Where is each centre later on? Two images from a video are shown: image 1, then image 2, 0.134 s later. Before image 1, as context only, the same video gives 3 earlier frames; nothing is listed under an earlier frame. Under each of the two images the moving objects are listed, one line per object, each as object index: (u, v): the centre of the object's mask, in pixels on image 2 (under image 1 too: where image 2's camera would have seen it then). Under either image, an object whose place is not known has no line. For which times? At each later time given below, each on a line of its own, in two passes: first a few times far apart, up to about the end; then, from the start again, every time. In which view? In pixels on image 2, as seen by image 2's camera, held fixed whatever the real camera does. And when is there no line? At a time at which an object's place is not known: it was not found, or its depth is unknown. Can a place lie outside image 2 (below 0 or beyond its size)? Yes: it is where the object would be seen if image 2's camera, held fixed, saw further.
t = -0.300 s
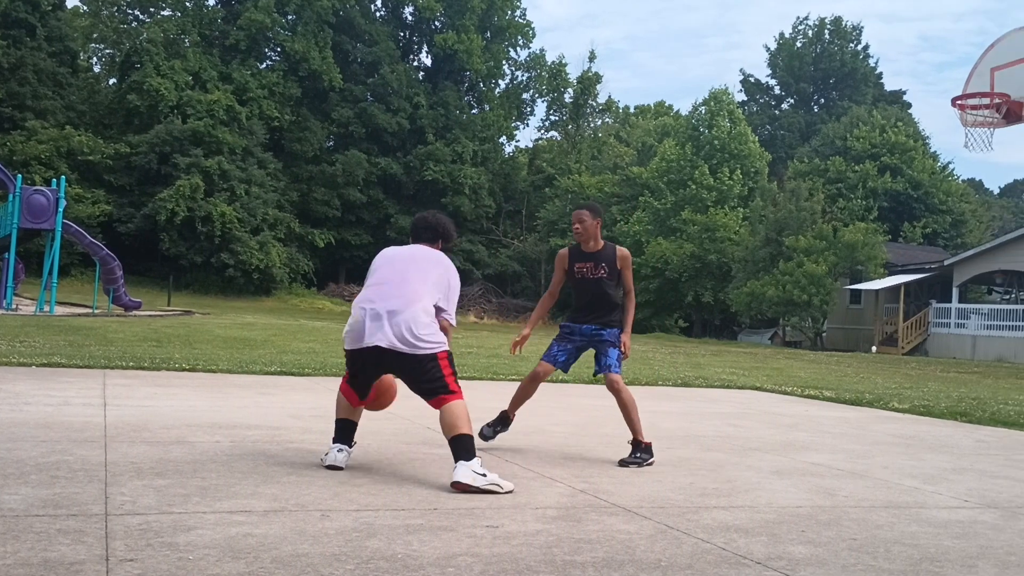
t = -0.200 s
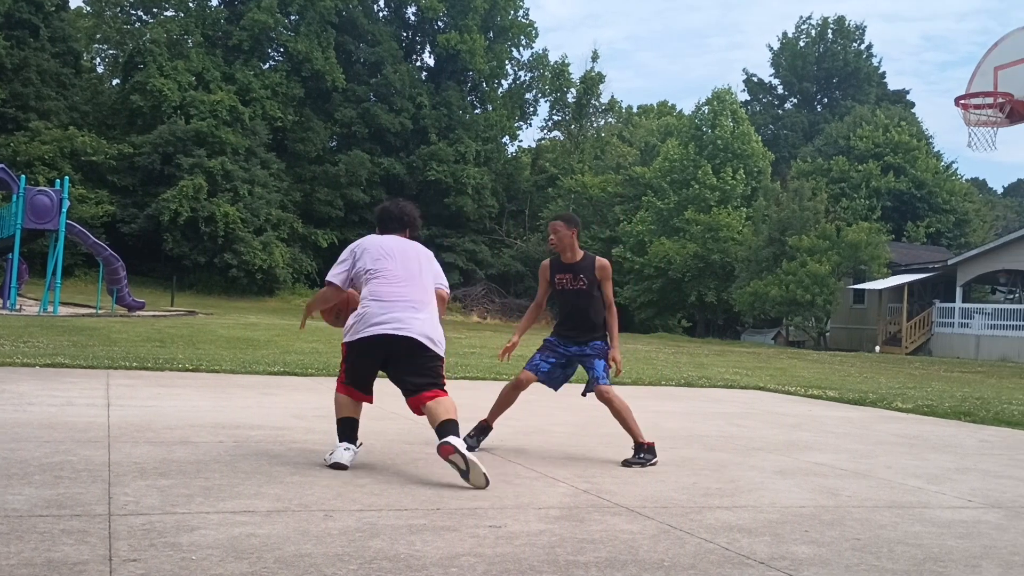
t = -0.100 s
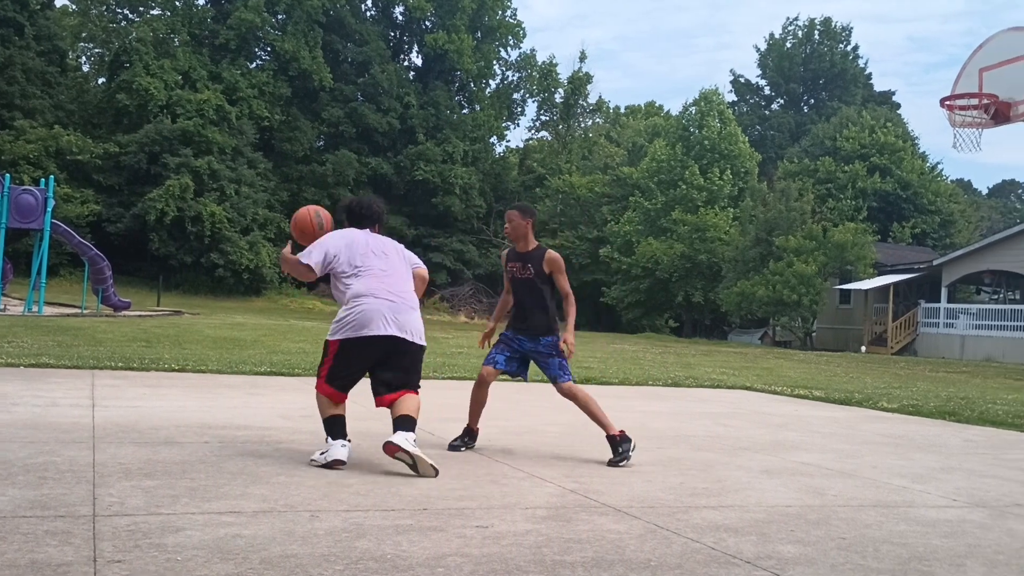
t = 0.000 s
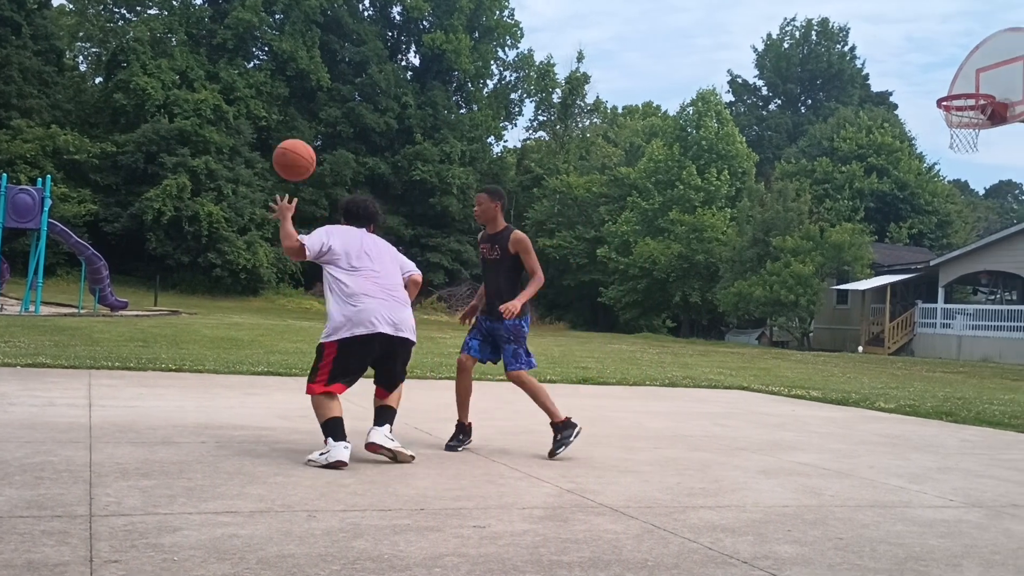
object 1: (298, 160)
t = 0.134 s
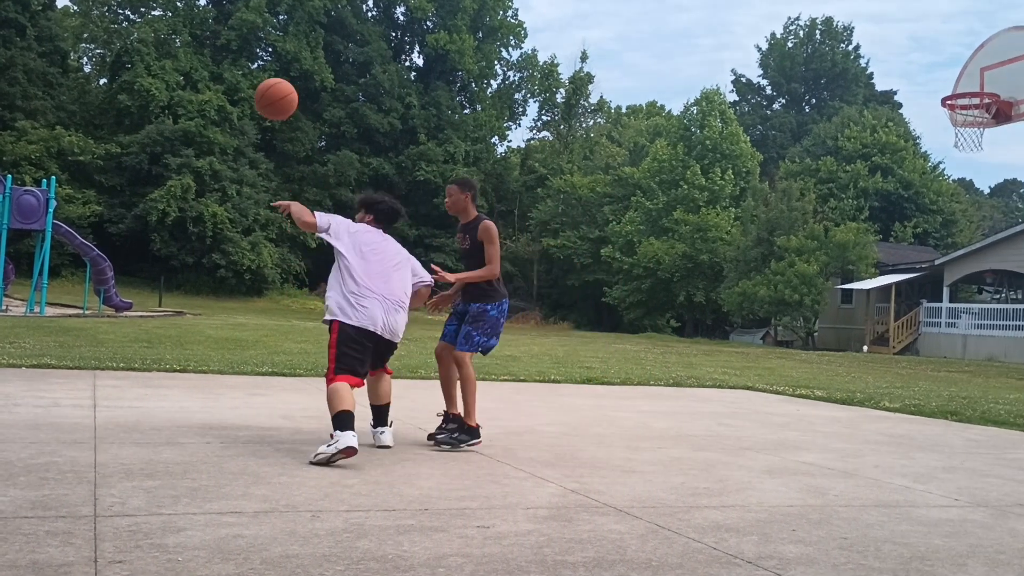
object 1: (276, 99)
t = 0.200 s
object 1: (264, 79)
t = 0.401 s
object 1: (227, 65)
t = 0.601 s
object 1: (184, 118)
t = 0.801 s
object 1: (138, 235)
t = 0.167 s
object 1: (270, 88)
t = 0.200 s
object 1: (264, 79)
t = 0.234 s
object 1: (259, 72)
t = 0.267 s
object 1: (252, 67)
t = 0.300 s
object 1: (246, 64)
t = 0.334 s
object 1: (239, 62)
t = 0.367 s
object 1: (233, 63)
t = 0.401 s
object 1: (227, 65)
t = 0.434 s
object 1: (220, 69)
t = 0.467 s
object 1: (213, 75)
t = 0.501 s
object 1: (206, 83)
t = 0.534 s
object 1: (199, 93)
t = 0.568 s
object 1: (191, 105)
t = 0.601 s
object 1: (184, 118)
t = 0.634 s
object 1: (177, 133)
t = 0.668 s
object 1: (170, 149)
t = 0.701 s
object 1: (162, 168)
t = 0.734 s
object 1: (154, 188)
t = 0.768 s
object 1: (146, 211)
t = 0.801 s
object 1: (138, 235)
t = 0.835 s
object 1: (130, 261)
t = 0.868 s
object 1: (122, 289)
